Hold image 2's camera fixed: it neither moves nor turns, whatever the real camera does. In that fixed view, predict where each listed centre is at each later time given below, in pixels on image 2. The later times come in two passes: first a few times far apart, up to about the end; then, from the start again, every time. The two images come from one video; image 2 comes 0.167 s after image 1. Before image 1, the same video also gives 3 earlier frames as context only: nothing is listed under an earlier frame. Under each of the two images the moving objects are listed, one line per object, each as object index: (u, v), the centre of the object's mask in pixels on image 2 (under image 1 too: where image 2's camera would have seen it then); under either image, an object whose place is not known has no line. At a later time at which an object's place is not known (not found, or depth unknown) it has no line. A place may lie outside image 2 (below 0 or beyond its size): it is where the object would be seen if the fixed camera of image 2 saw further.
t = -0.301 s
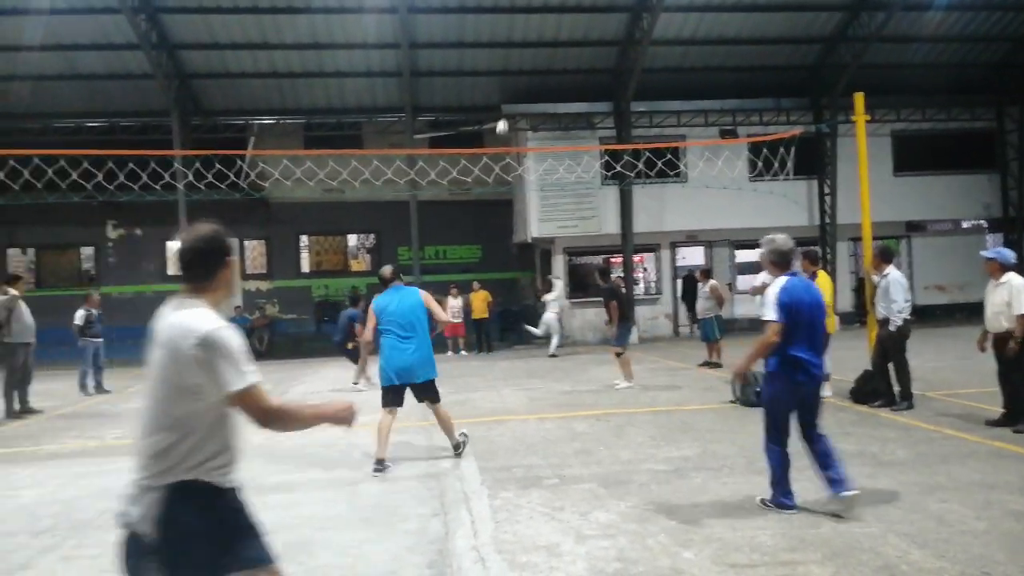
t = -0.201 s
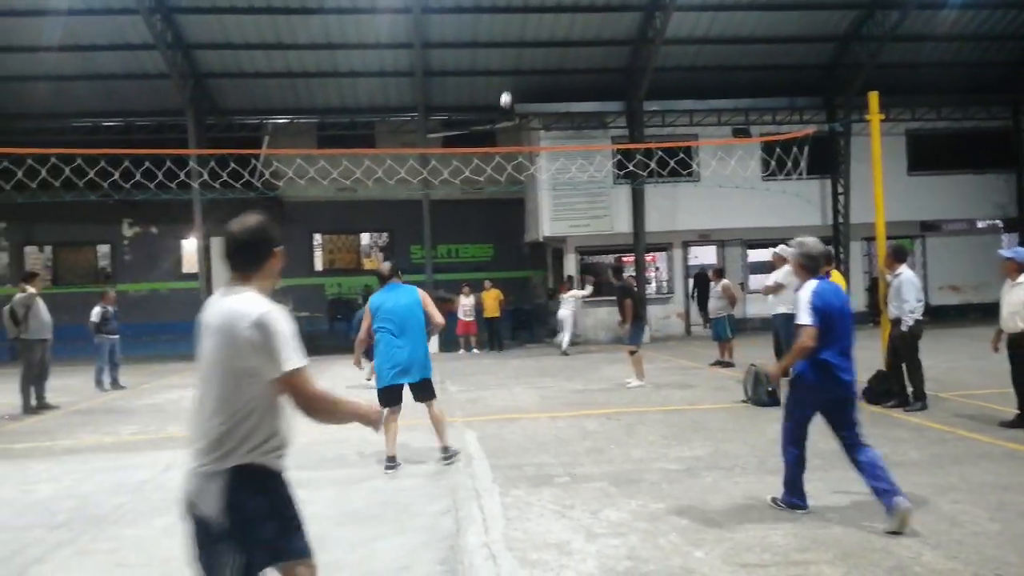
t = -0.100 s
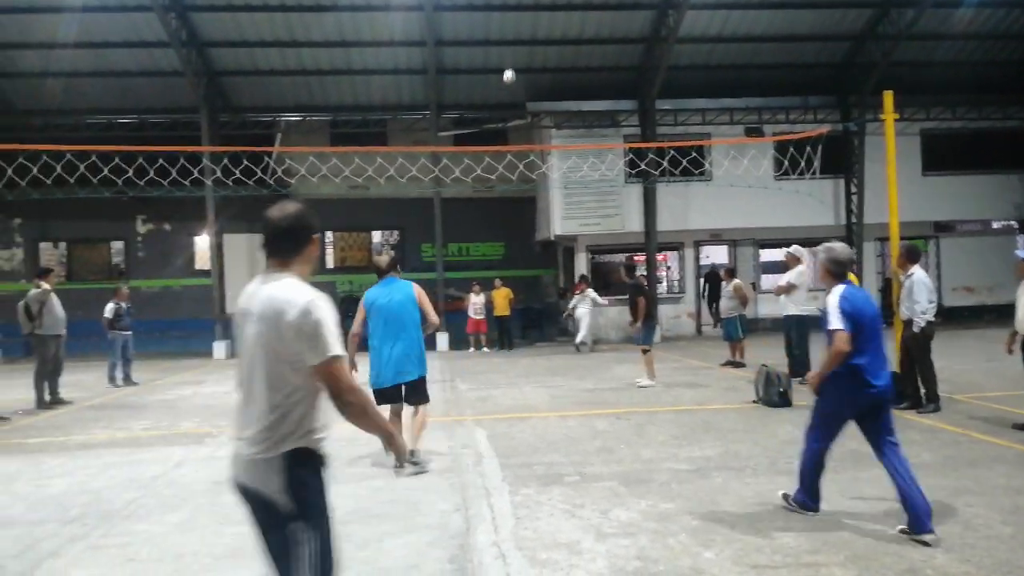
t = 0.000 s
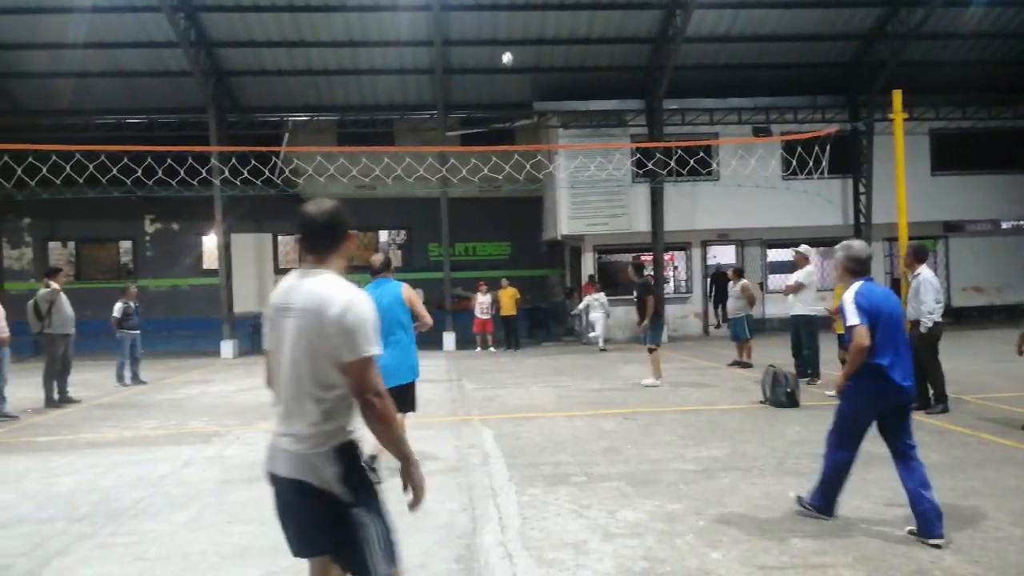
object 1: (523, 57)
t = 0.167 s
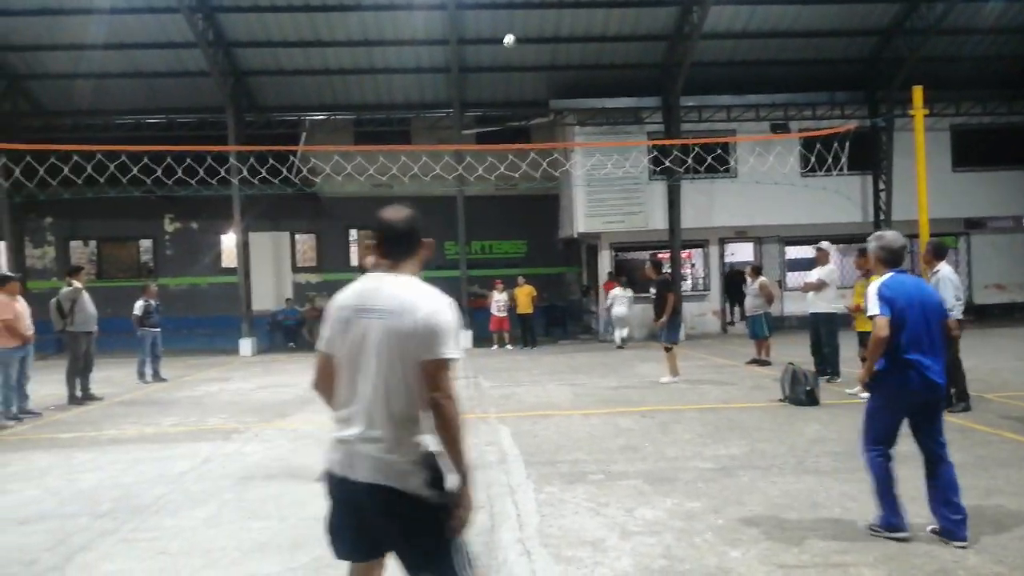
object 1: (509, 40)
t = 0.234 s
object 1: (502, 38)
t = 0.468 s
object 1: (485, 50)
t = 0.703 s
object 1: (466, 93)
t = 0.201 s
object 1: (506, 39)
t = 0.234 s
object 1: (502, 38)
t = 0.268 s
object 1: (499, 38)
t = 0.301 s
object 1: (497, 38)
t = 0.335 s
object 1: (495, 39)
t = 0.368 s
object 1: (492, 40)
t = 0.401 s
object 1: (490, 42)
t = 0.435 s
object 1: (488, 46)
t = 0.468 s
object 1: (485, 50)
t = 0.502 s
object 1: (482, 54)
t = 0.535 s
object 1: (480, 59)
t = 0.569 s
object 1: (477, 64)
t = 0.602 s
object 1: (474, 71)
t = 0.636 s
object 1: (471, 77)
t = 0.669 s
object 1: (469, 85)
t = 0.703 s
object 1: (466, 93)
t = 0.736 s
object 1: (463, 103)
